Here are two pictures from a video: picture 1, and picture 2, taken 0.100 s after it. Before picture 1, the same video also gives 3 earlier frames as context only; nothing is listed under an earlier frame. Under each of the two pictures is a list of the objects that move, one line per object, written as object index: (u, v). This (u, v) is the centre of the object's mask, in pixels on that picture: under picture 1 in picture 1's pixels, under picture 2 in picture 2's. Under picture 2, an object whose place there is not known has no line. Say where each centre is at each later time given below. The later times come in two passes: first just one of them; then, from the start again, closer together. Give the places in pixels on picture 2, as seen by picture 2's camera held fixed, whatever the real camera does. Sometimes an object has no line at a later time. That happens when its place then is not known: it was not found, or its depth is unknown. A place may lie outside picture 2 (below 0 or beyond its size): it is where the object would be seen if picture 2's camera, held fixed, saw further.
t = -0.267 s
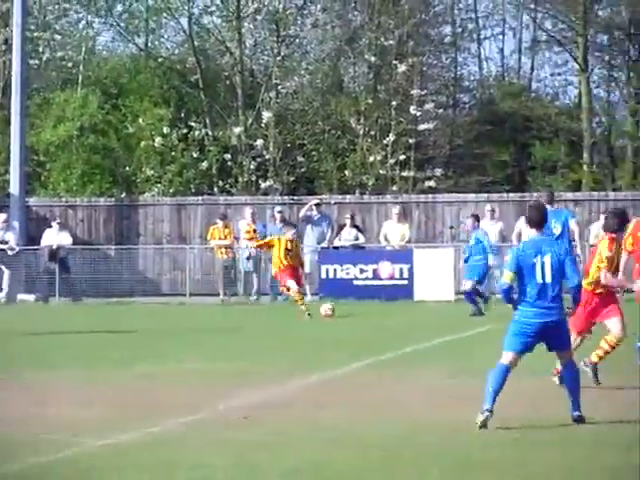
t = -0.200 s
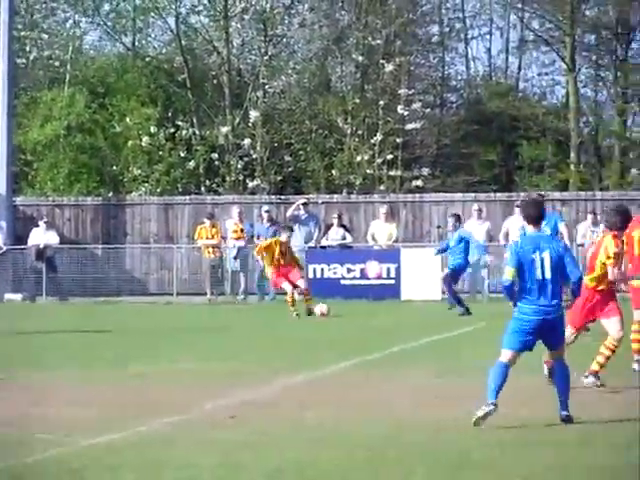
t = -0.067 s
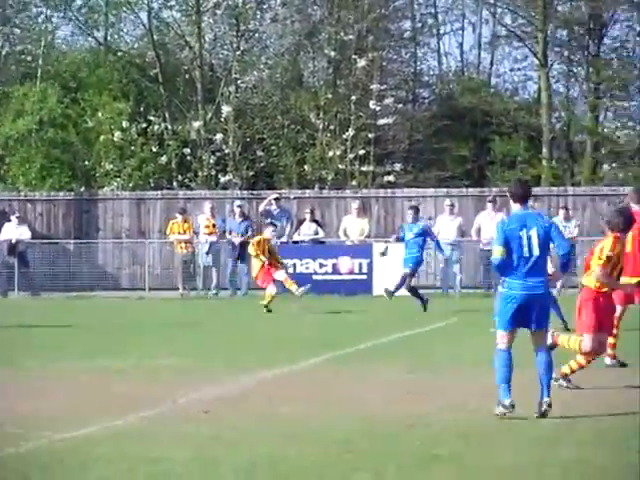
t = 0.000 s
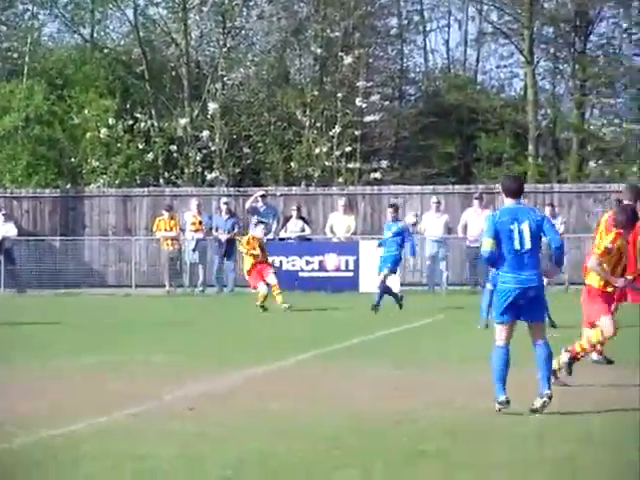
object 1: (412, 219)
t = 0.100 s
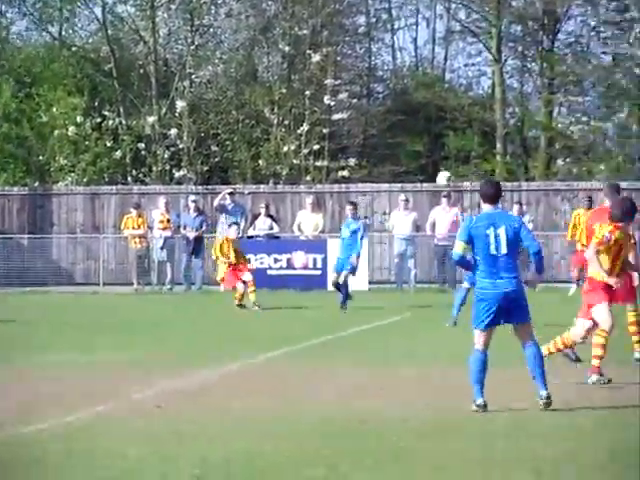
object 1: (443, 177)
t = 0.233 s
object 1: (529, 136)
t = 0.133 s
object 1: (464, 167)
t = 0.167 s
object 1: (486, 156)
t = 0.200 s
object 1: (506, 146)
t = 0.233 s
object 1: (529, 136)
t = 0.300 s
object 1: (570, 115)
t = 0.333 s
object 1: (592, 107)
